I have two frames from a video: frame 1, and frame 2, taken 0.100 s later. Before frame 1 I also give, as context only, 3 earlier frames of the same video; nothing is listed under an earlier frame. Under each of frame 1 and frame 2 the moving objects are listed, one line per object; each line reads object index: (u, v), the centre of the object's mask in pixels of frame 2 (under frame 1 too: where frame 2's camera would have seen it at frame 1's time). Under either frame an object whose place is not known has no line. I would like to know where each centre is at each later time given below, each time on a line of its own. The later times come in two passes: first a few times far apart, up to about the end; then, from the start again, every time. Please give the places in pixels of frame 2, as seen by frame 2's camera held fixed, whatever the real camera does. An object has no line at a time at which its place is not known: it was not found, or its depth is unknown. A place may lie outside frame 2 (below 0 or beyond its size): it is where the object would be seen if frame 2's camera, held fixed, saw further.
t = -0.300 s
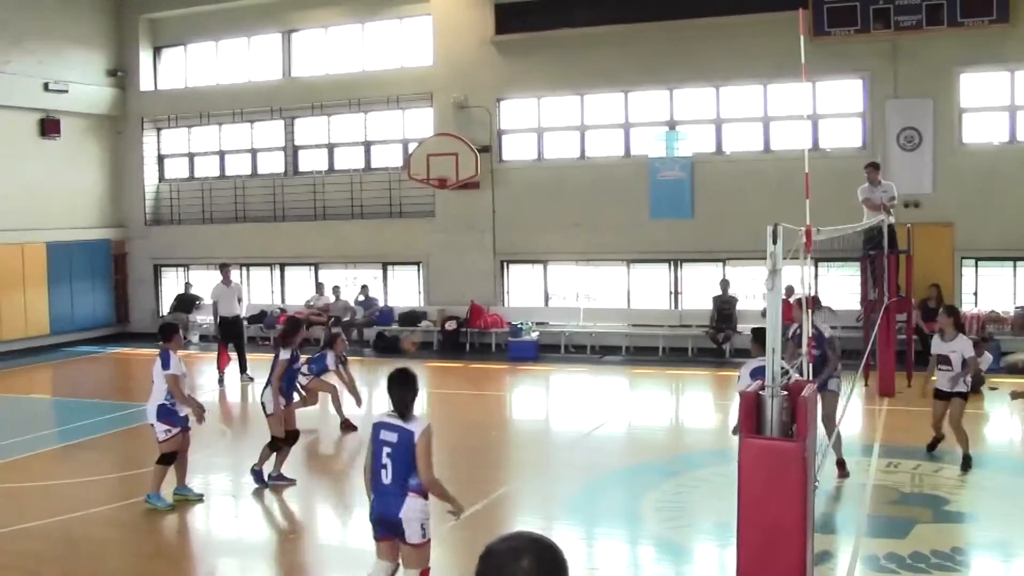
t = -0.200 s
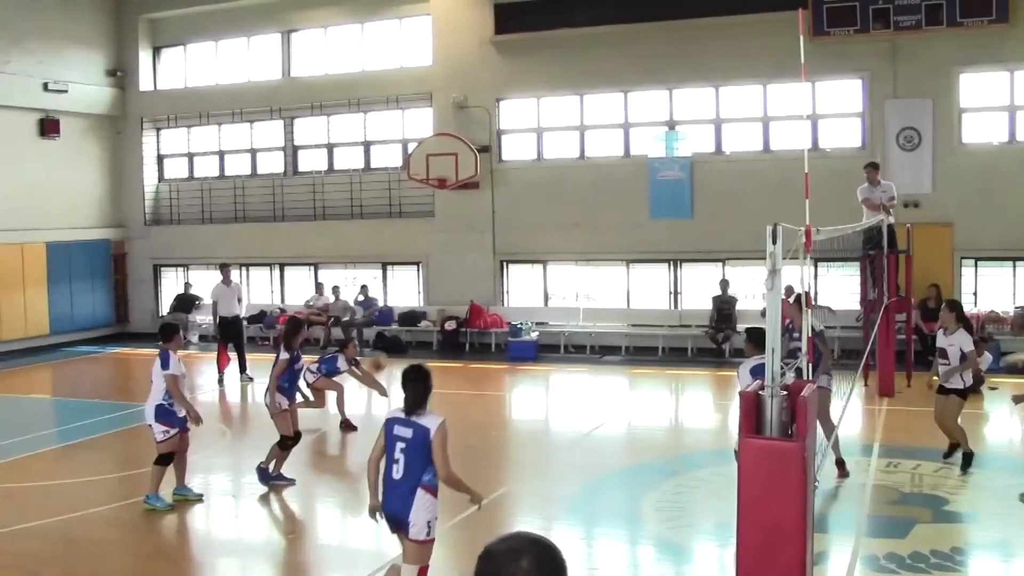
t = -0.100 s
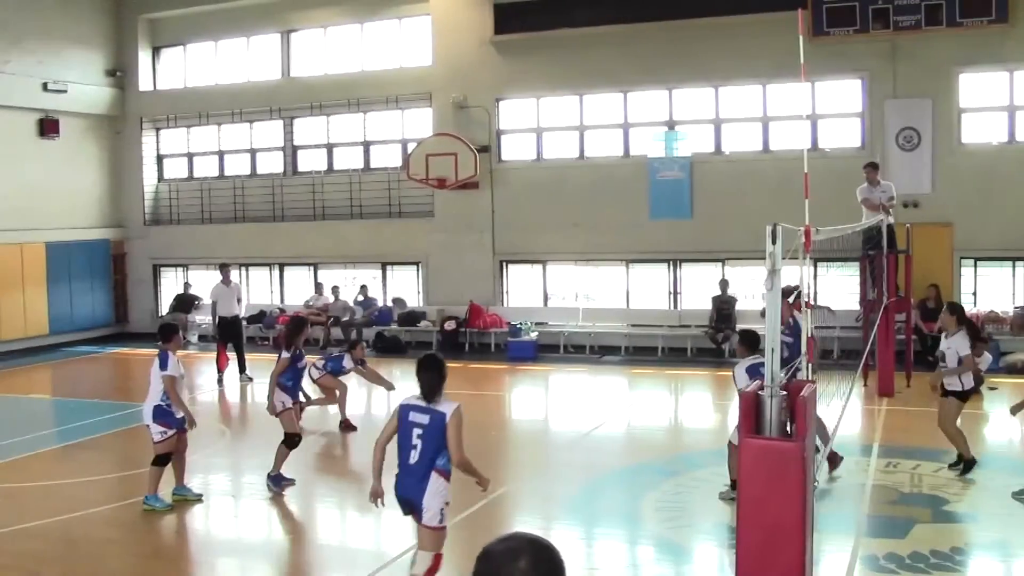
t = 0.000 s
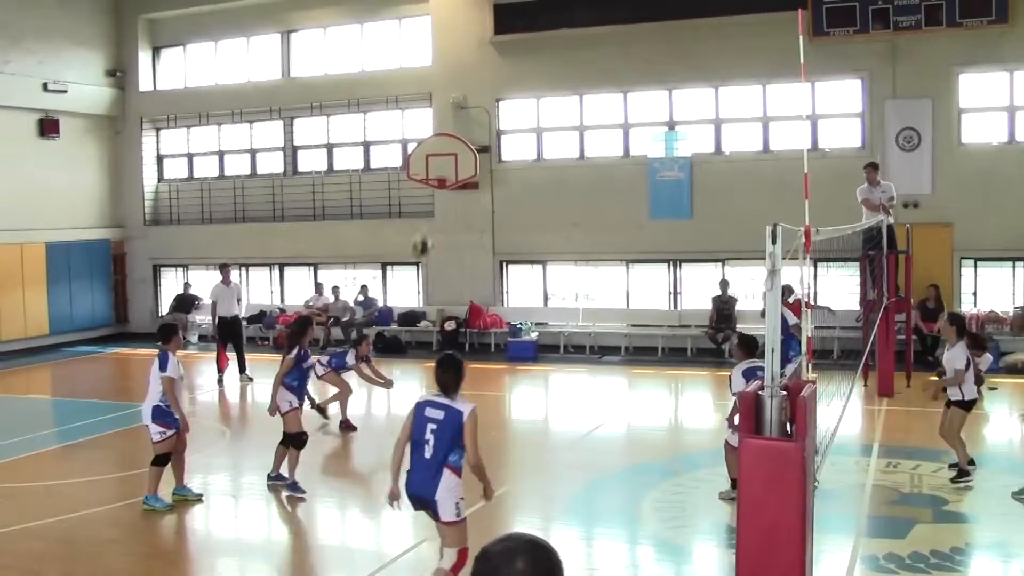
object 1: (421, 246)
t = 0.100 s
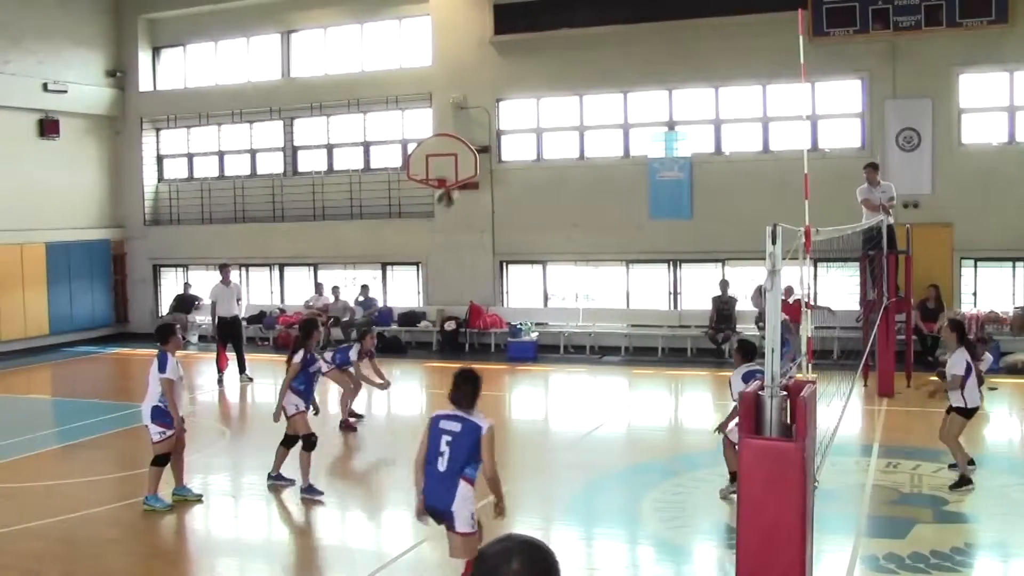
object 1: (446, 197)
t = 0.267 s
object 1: (486, 134)
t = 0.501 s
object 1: (550, 82)
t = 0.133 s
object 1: (454, 183)
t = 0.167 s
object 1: (462, 170)
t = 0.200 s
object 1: (471, 156)
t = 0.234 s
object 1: (479, 144)
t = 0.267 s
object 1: (486, 134)
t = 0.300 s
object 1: (495, 124)
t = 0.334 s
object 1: (504, 114)
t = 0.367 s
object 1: (513, 104)
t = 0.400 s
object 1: (523, 97)
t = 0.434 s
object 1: (531, 89)
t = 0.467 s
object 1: (540, 85)
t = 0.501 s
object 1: (550, 82)
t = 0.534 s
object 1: (560, 78)
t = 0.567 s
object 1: (569, 75)
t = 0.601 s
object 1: (579, 74)
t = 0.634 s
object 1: (589, 74)
